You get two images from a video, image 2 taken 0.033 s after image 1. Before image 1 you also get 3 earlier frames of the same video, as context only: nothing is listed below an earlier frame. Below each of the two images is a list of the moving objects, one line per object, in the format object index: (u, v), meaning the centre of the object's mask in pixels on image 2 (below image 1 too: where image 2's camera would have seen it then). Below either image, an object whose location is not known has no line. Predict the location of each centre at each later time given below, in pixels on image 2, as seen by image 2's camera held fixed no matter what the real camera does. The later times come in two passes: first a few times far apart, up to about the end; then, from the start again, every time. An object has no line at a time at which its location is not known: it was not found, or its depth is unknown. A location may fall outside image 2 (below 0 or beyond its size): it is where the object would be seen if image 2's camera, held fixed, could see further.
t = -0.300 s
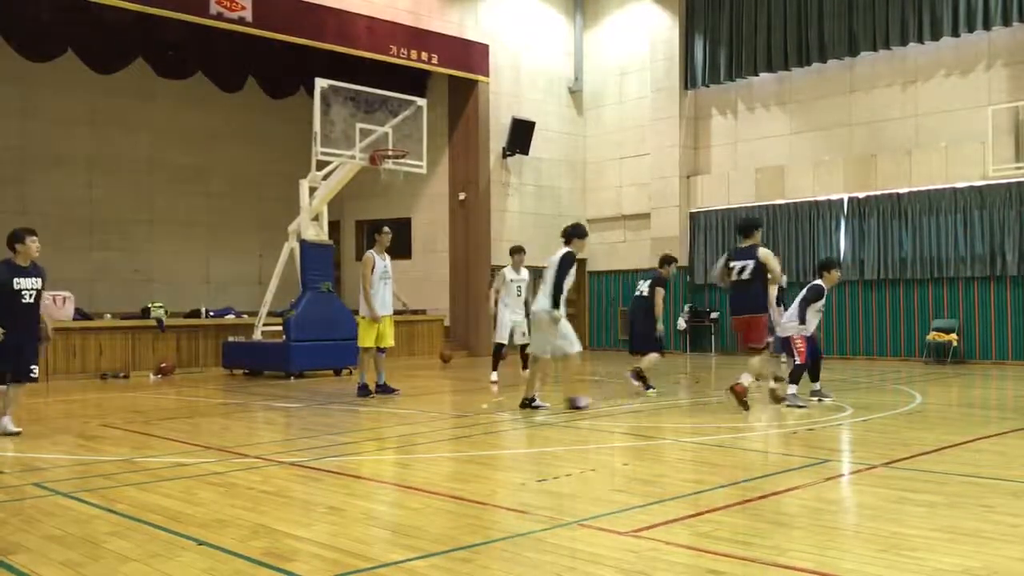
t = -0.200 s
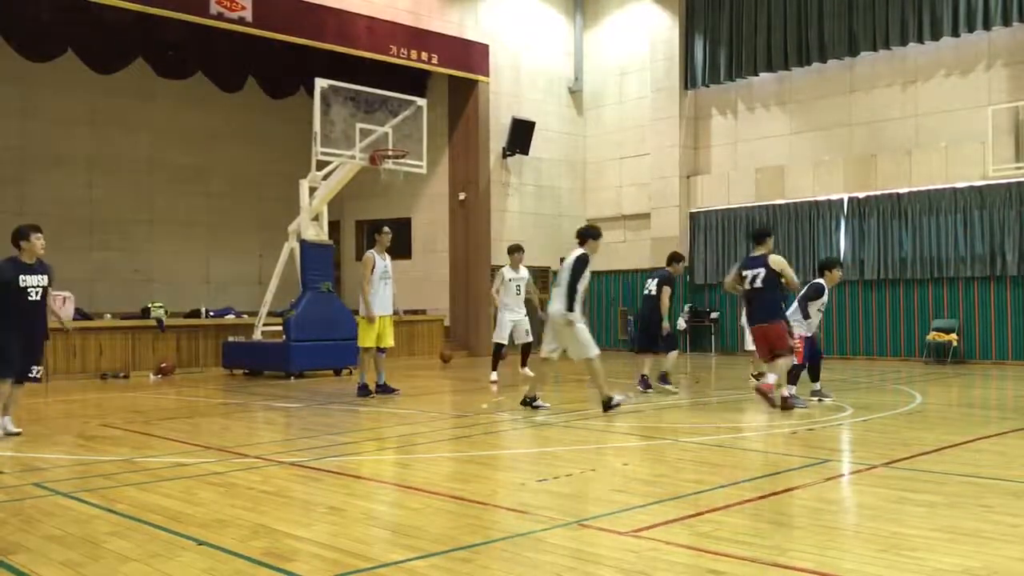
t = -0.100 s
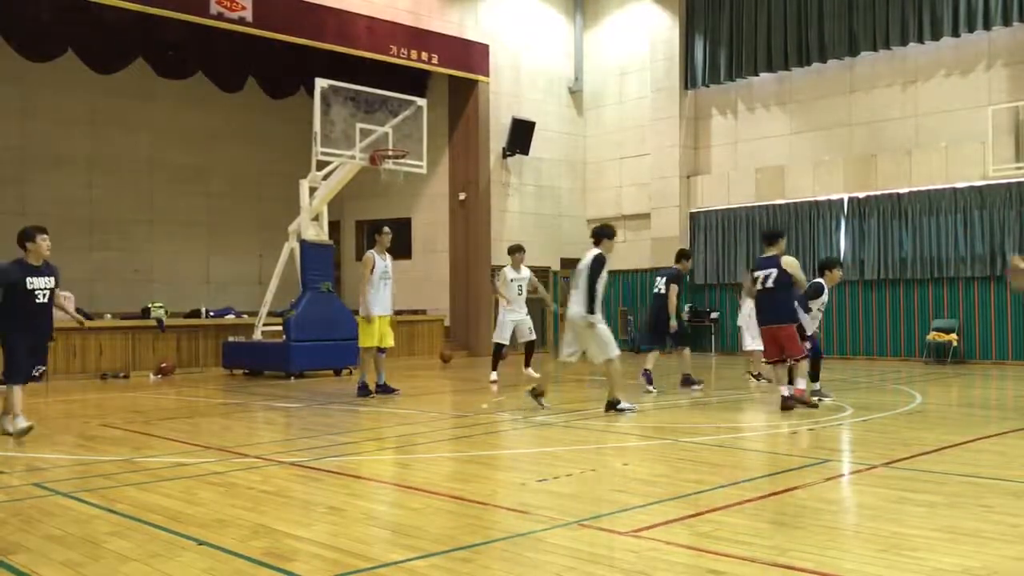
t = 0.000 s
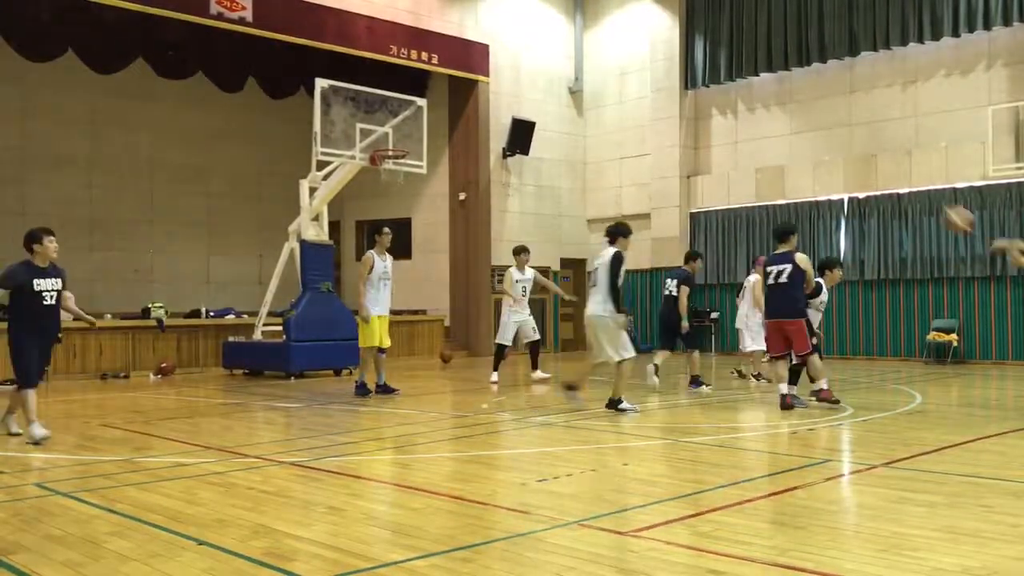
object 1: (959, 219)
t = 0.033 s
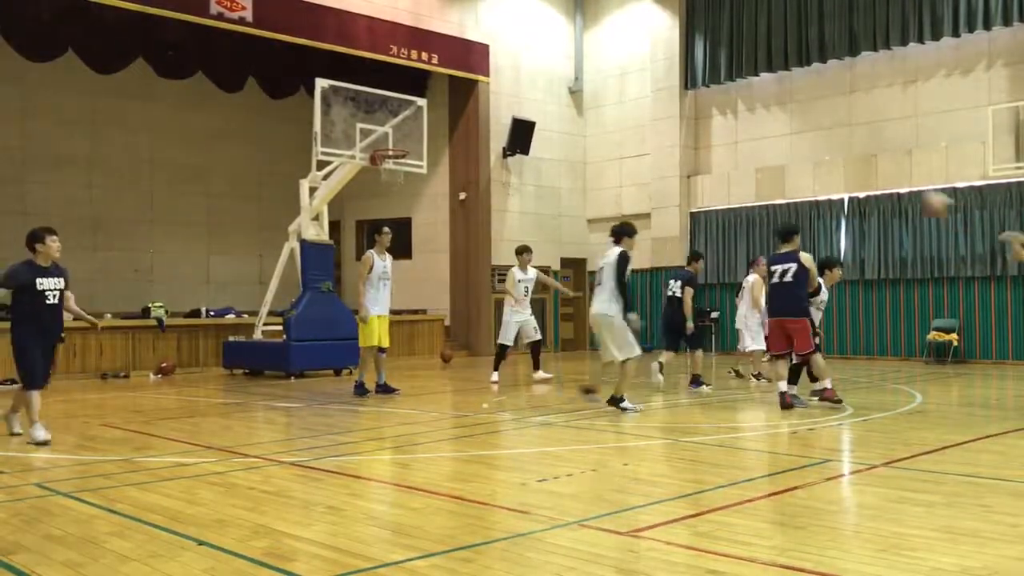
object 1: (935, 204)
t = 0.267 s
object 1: (780, 129)
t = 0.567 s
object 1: (564, 111)
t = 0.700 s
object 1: (465, 128)
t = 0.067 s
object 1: (916, 194)
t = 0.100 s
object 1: (892, 177)
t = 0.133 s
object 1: (871, 166)
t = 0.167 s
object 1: (849, 155)
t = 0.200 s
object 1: (825, 147)
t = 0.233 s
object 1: (802, 138)
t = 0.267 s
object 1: (780, 129)
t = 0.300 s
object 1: (752, 123)
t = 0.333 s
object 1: (734, 116)
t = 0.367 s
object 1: (710, 111)
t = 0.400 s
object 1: (688, 108)
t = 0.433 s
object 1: (662, 108)
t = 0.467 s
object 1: (637, 106)
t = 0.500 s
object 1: (613, 106)
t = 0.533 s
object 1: (587, 108)
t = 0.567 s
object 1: (564, 111)
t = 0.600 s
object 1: (538, 113)
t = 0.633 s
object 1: (512, 119)
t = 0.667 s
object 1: (489, 125)
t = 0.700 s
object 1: (465, 128)
